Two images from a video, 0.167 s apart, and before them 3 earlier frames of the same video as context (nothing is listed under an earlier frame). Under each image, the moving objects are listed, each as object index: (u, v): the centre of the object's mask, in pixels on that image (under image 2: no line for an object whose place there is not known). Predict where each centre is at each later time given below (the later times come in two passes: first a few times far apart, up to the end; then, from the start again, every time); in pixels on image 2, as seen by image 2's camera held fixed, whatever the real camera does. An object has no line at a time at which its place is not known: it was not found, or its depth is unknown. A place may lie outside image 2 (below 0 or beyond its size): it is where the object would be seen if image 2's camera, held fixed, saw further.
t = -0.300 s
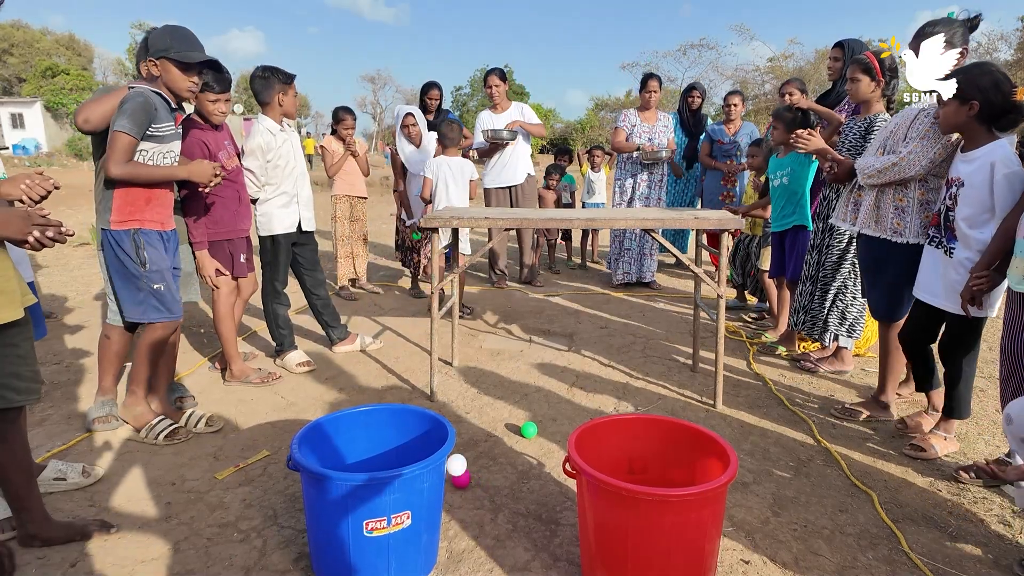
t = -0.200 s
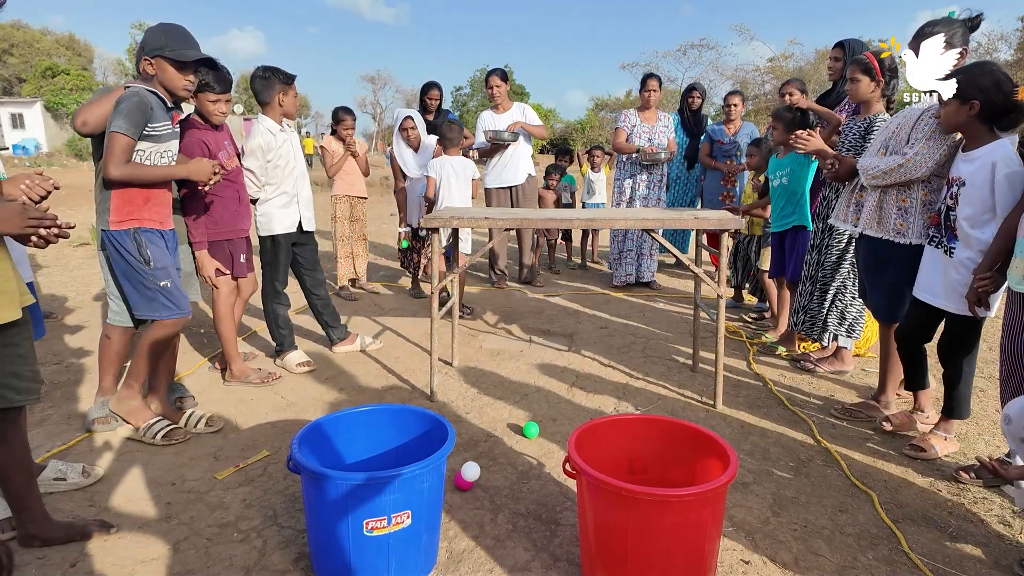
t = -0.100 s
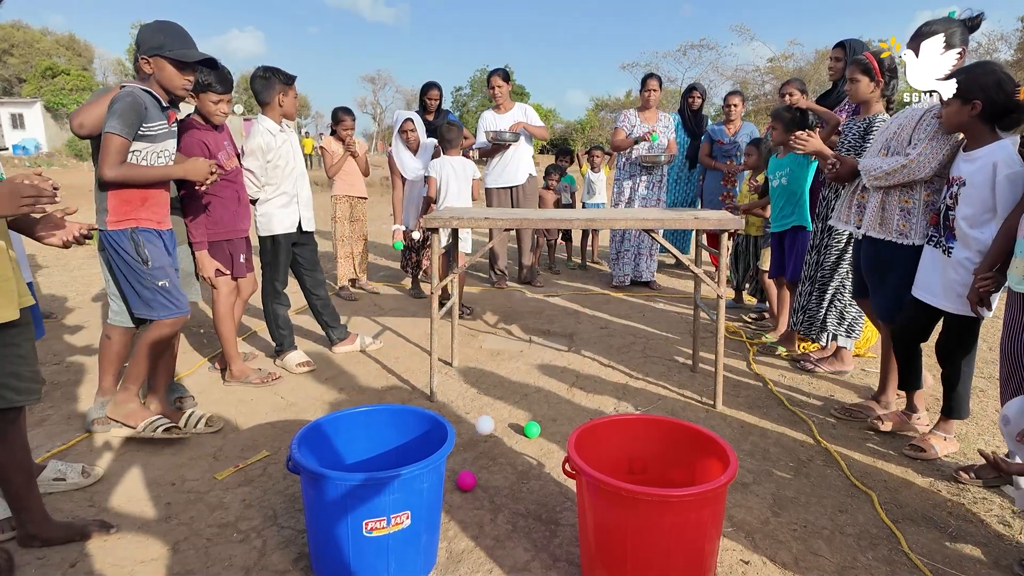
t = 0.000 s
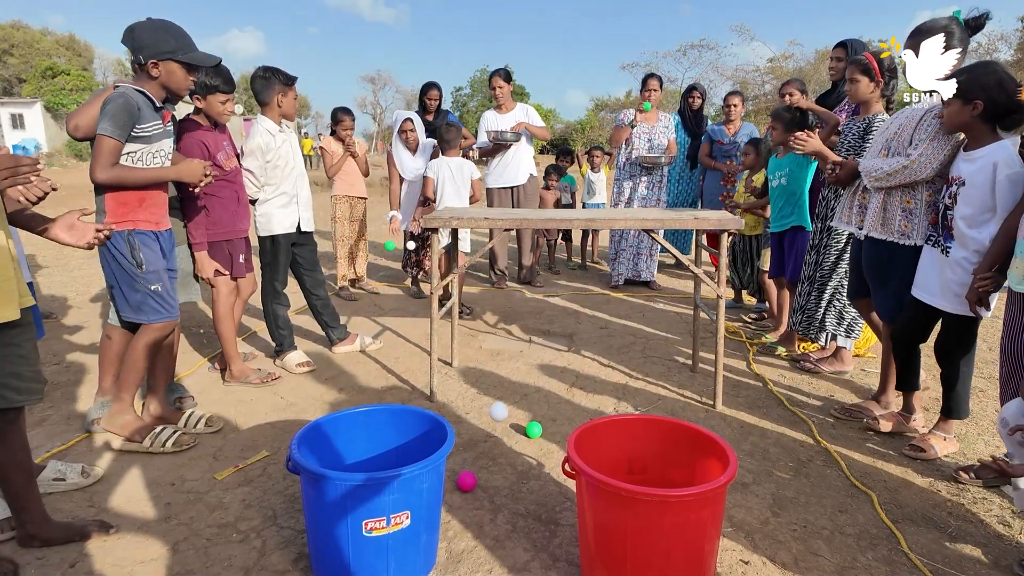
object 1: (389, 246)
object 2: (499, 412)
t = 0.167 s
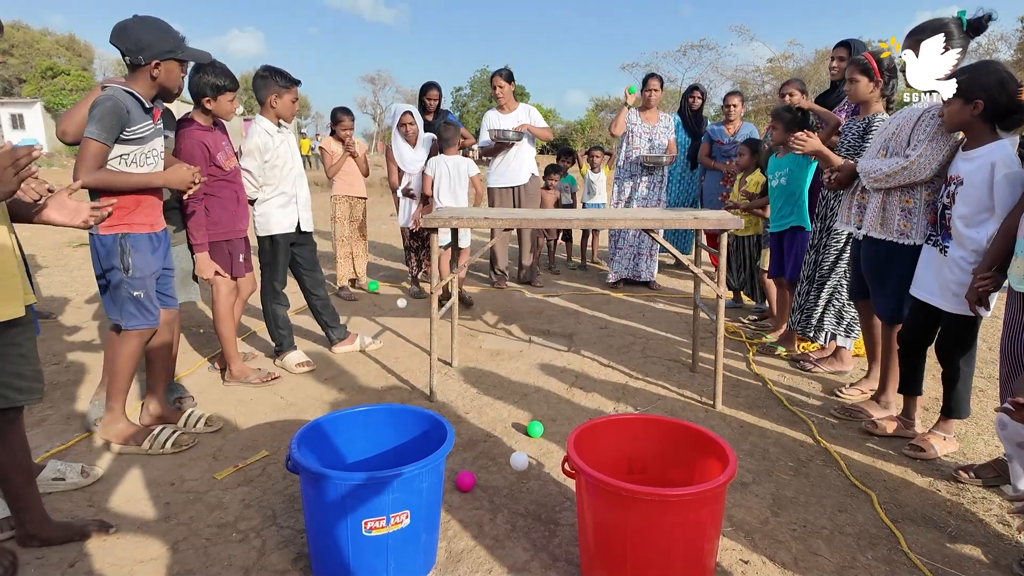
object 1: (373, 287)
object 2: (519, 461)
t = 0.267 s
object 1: (362, 342)
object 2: (523, 465)
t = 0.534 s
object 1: (308, 391)
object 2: (508, 460)
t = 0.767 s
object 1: (248, 393)
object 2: (502, 483)
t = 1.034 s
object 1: (167, 482)
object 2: (488, 510)
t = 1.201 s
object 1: (92, 545)
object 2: (480, 515)
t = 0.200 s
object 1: (370, 301)
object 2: (523, 481)
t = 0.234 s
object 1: (366, 320)
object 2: (524, 482)
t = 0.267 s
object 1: (362, 342)
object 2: (523, 465)
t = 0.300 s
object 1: (358, 365)
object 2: (520, 453)
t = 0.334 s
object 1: (352, 362)
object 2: (519, 443)
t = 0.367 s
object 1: (345, 360)
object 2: (518, 438)
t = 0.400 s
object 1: (338, 360)
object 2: (515, 435)
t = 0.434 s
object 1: (331, 364)
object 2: (514, 436)
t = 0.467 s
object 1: (324, 370)
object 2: (512, 441)
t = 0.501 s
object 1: (317, 378)
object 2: (510, 449)
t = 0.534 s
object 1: (308, 391)
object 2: (508, 460)
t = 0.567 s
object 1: (300, 406)
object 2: (506, 475)
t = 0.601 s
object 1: (292, 416)
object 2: (505, 474)
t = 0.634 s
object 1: (284, 406)
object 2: (505, 469)
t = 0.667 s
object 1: (275, 399)
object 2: (504, 467)
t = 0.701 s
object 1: (266, 394)
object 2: (503, 469)
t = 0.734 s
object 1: (257, 393)
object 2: (502, 474)
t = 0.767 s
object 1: (248, 393)
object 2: (502, 483)
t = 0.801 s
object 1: (239, 398)
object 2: (501, 495)
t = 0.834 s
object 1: (229, 406)
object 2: (499, 495)
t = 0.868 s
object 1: (220, 417)
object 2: (497, 493)
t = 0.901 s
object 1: (210, 432)
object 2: (495, 493)
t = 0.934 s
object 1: (201, 452)
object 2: (493, 498)
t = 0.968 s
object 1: (192, 474)
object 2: (491, 506)
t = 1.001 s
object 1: (179, 478)
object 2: (490, 508)
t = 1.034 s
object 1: (167, 482)
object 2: (488, 510)
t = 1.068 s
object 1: (154, 488)
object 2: (486, 511)
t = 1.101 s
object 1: (140, 499)
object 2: (484, 512)
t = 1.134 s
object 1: (126, 516)
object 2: (483, 513)
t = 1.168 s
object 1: (112, 536)
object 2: (481, 514)
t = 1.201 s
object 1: (92, 545)
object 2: (480, 515)
